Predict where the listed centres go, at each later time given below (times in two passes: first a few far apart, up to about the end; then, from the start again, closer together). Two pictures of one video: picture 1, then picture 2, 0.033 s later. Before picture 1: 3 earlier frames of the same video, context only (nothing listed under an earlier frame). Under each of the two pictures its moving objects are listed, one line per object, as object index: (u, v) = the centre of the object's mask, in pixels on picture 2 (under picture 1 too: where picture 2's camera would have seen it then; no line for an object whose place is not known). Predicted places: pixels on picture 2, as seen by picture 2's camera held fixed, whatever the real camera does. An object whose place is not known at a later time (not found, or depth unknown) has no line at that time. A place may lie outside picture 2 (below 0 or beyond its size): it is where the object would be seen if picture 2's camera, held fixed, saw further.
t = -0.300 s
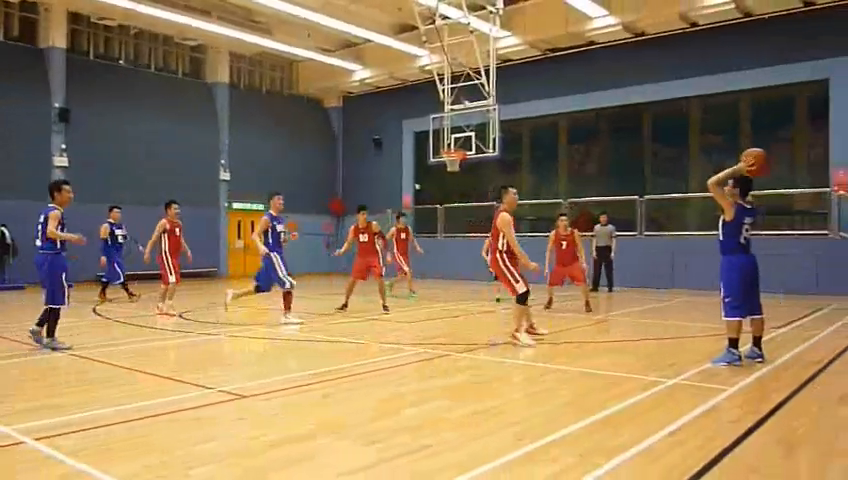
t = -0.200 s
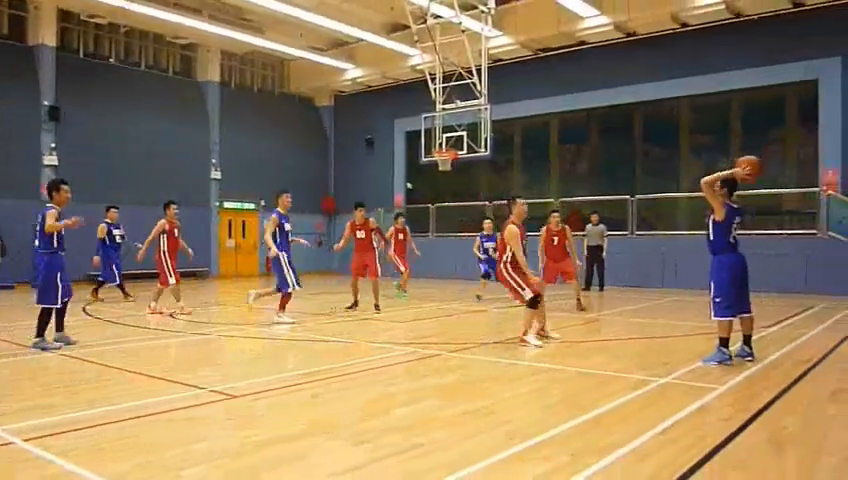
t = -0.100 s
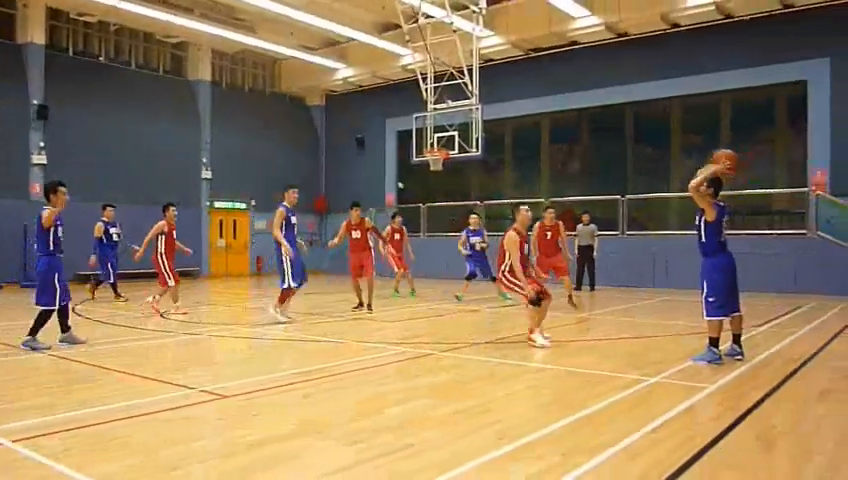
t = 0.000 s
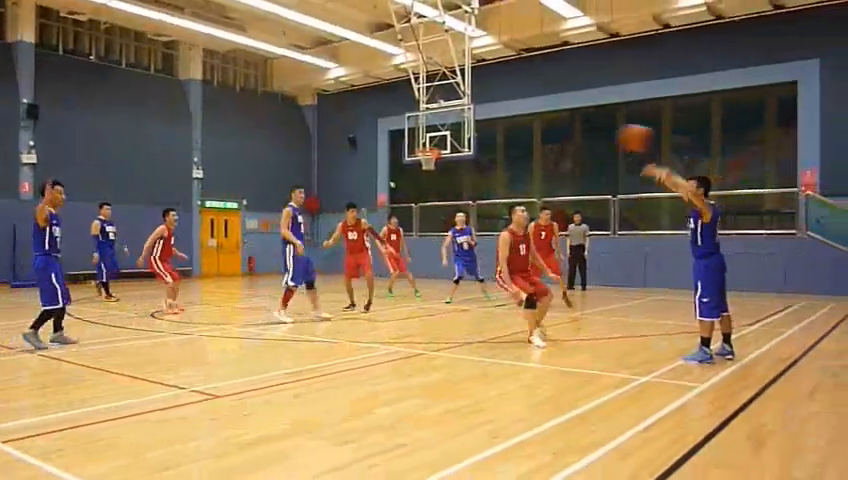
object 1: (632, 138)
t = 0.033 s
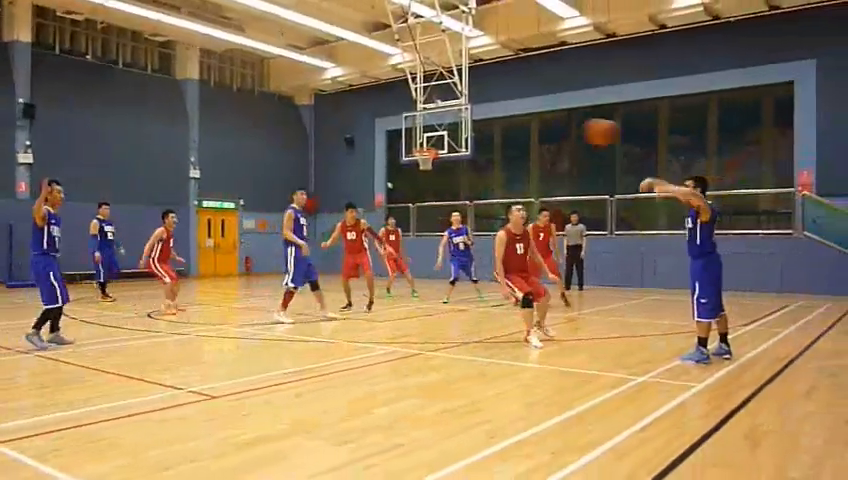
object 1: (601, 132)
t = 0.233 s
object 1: (412, 123)
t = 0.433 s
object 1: (243, 156)
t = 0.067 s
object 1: (569, 128)
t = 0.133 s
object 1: (505, 124)
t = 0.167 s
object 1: (476, 123)
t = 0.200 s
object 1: (446, 122)
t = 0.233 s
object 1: (412, 123)
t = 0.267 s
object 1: (384, 125)
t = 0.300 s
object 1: (354, 130)
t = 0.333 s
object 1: (325, 134)
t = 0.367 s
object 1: (297, 141)
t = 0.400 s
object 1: (270, 148)
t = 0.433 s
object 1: (243, 156)
